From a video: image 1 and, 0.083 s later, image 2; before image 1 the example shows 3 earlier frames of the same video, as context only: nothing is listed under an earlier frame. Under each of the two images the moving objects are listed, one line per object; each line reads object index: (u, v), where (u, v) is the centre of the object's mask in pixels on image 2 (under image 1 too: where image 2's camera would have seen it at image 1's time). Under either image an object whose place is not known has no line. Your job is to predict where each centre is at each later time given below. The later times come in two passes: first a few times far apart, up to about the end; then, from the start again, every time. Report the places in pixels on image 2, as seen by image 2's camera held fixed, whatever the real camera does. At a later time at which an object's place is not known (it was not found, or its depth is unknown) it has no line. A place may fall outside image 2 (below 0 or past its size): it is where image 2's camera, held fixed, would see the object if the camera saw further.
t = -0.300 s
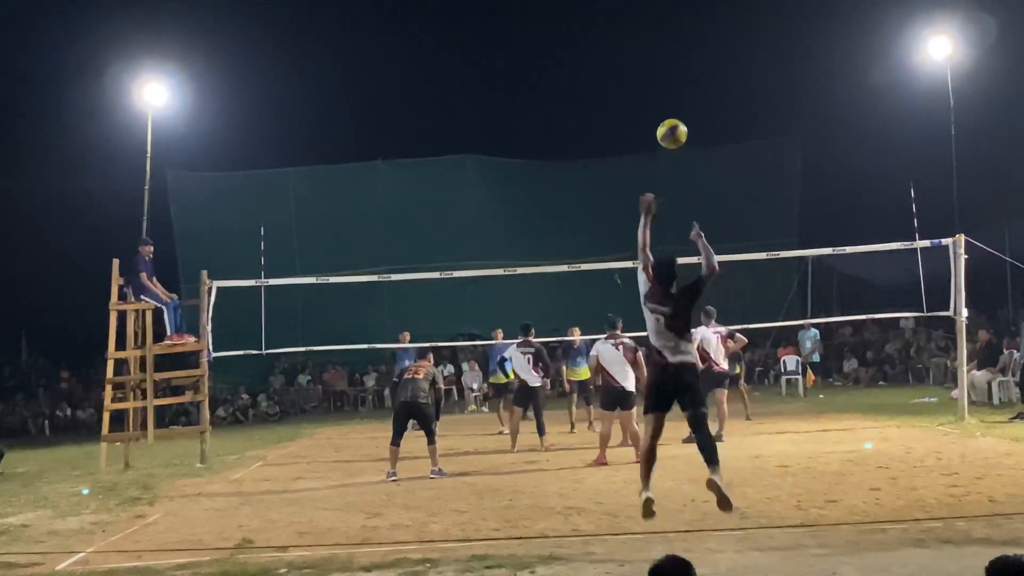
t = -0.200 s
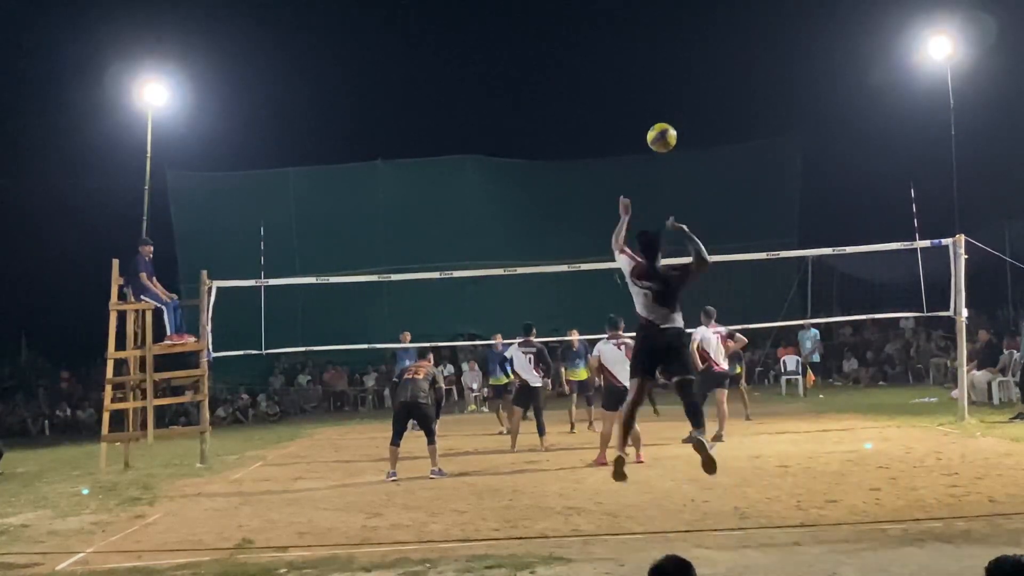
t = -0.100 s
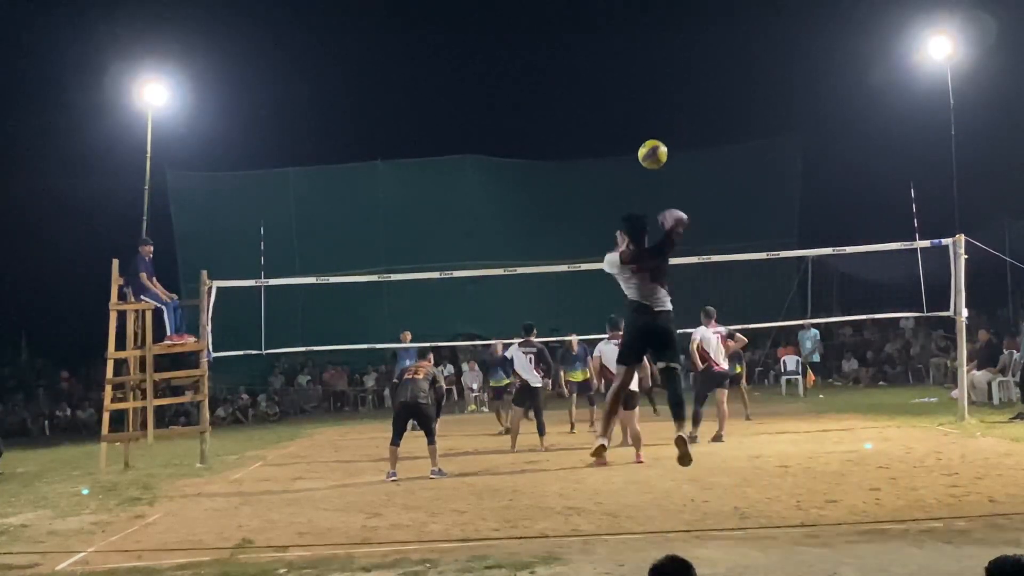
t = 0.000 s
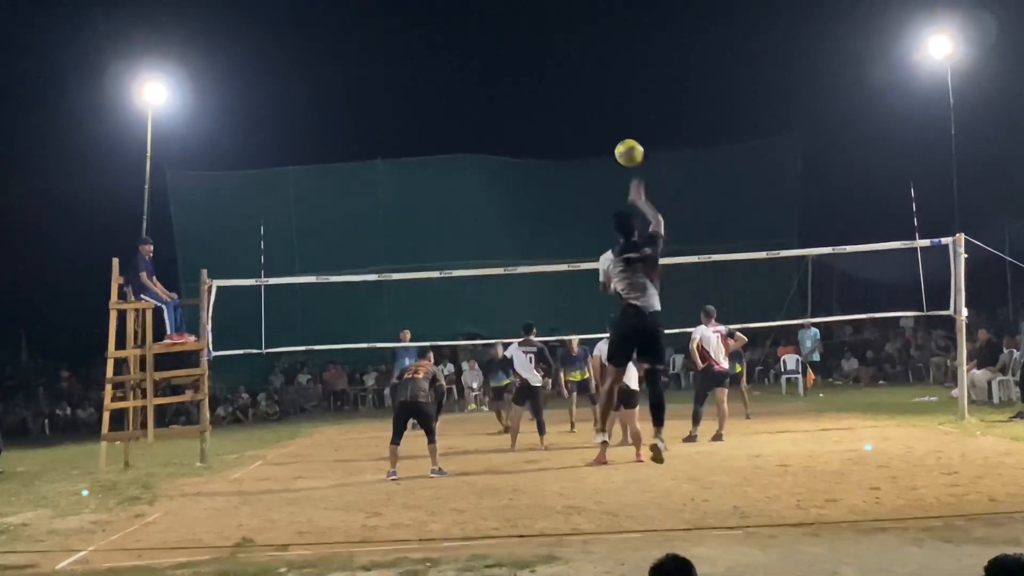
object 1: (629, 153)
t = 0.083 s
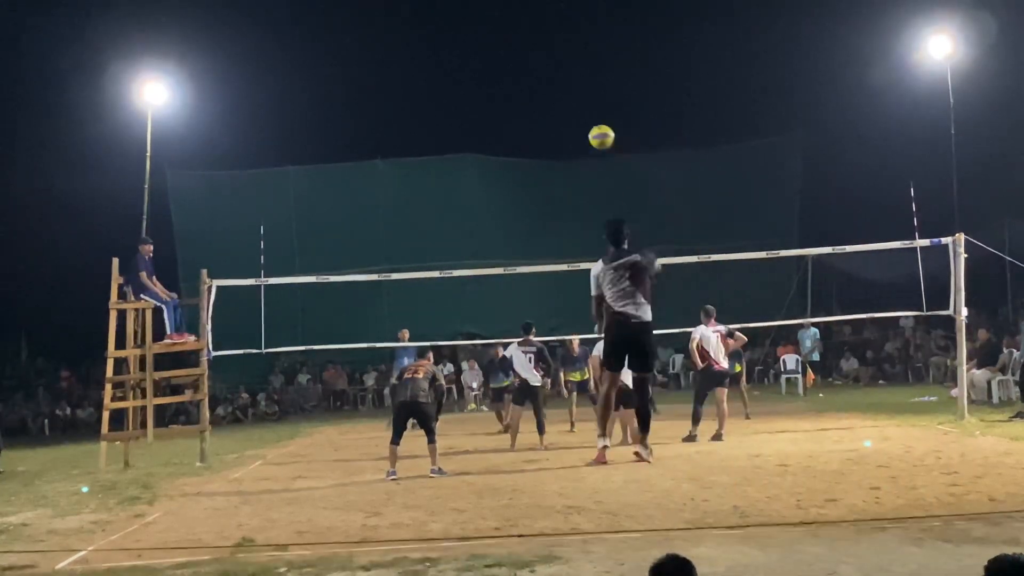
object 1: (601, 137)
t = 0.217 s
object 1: (567, 128)
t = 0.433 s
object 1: (532, 142)
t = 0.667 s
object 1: (509, 189)
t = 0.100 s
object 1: (596, 135)
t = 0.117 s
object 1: (592, 133)
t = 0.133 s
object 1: (587, 131)
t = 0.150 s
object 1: (583, 130)
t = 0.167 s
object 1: (579, 129)
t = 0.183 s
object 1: (575, 129)
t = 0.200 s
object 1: (571, 128)
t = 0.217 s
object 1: (567, 128)
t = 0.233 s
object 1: (564, 128)
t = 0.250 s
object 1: (560, 129)
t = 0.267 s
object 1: (557, 129)
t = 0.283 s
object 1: (554, 130)
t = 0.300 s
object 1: (551, 130)
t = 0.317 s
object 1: (548, 131)
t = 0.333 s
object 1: (545, 132)
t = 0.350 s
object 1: (542, 134)
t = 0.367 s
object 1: (540, 135)
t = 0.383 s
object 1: (538, 136)
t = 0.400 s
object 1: (536, 138)
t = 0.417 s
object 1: (533, 140)
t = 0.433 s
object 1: (532, 142)
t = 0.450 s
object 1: (530, 144)
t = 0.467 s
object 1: (528, 147)
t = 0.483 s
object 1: (526, 149)
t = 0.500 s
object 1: (525, 152)
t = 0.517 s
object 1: (523, 155)
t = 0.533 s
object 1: (521, 158)
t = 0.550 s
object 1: (520, 162)
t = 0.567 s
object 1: (518, 165)
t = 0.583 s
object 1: (517, 169)
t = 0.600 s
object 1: (516, 172)
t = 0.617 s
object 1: (514, 176)
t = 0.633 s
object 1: (512, 180)
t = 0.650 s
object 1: (511, 185)
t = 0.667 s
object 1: (509, 189)
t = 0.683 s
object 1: (508, 193)
